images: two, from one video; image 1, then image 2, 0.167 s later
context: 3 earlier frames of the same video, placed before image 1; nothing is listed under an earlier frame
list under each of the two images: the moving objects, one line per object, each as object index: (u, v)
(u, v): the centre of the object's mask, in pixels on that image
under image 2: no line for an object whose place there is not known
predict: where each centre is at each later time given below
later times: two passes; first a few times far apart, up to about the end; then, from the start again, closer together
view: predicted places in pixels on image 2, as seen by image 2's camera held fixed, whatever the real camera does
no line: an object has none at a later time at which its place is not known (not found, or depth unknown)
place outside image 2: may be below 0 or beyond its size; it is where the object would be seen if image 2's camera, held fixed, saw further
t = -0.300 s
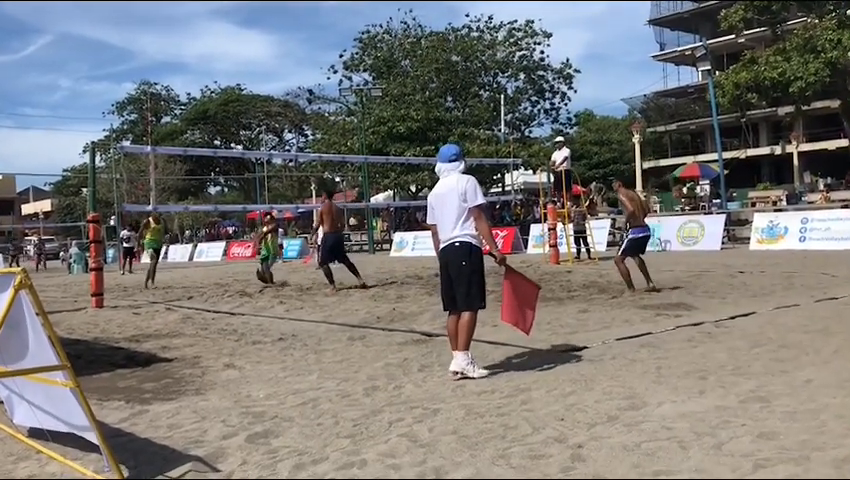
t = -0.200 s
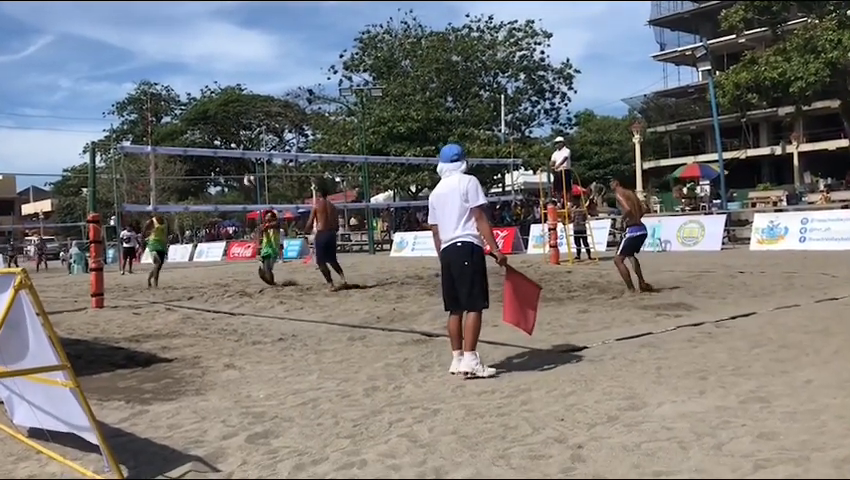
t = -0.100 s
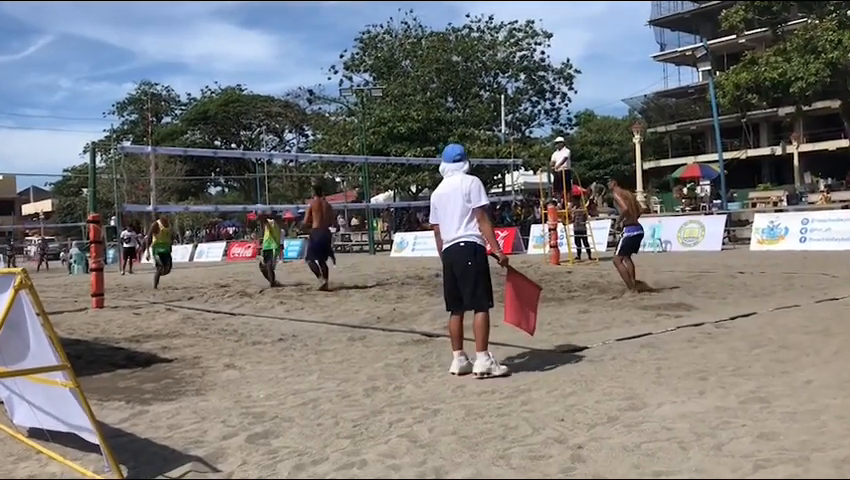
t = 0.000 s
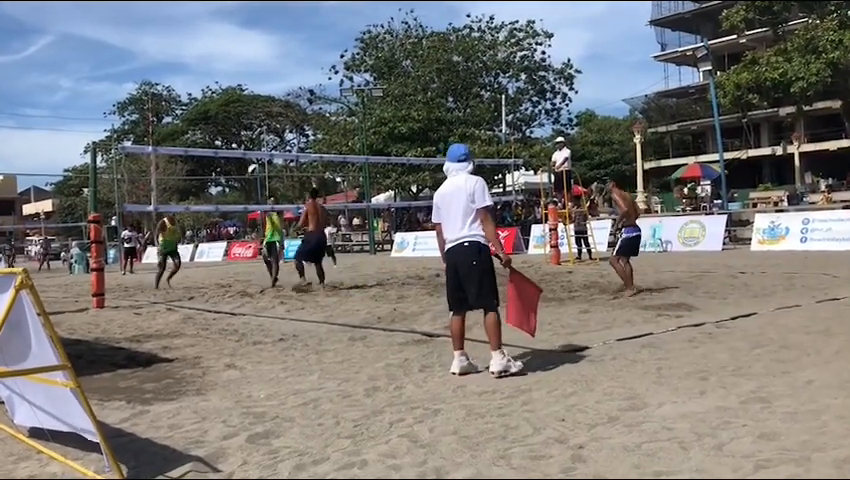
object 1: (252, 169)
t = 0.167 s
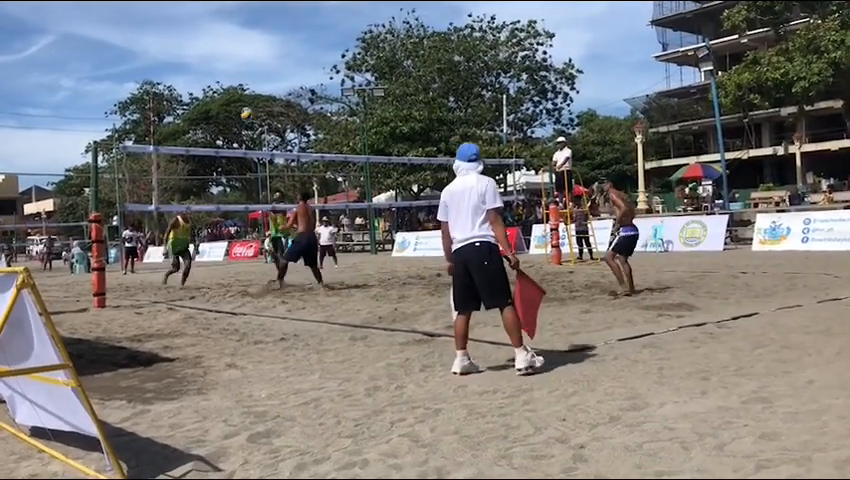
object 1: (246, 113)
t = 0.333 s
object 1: (239, 73)
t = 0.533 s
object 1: (232, 45)
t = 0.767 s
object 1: (226, 40)
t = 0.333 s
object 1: (239, 73)
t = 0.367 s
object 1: (238, 67)
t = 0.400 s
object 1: (237, 61)
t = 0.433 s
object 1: (235, 56)
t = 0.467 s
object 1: (234, 52)
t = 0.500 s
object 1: (233, 48)
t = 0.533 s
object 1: (232, 45)
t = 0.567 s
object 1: (231, 42)
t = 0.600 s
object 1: (230, 40)
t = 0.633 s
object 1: (229, 39)
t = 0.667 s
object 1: (228, 39)
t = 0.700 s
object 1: (228, 39)
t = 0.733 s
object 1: (227, 39)
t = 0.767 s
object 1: (226, 40)
